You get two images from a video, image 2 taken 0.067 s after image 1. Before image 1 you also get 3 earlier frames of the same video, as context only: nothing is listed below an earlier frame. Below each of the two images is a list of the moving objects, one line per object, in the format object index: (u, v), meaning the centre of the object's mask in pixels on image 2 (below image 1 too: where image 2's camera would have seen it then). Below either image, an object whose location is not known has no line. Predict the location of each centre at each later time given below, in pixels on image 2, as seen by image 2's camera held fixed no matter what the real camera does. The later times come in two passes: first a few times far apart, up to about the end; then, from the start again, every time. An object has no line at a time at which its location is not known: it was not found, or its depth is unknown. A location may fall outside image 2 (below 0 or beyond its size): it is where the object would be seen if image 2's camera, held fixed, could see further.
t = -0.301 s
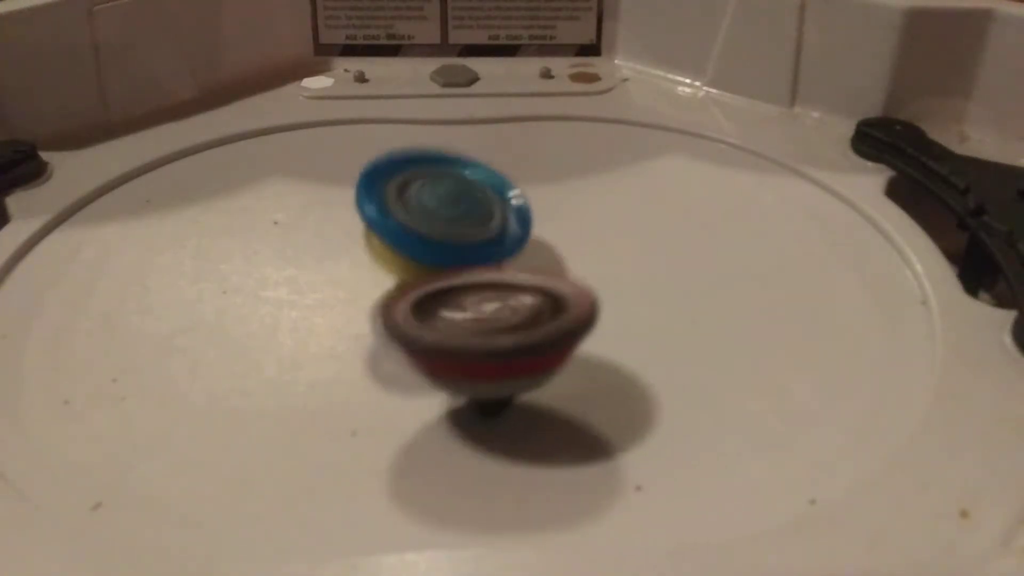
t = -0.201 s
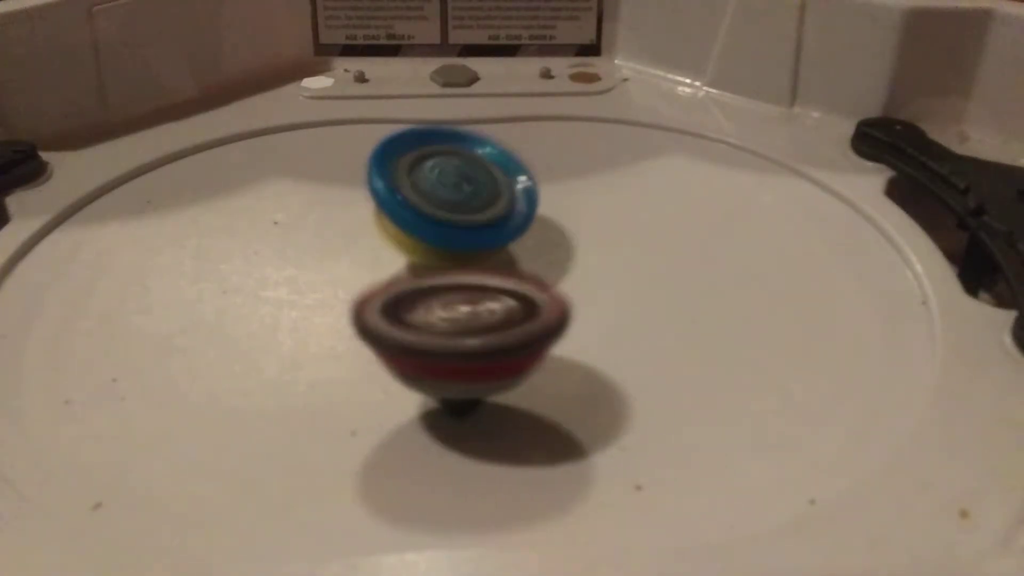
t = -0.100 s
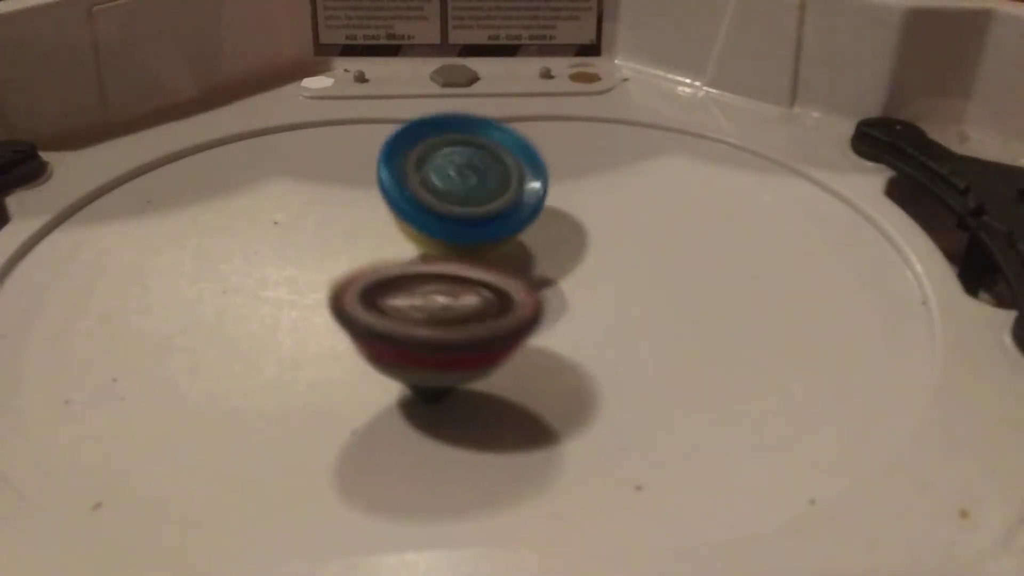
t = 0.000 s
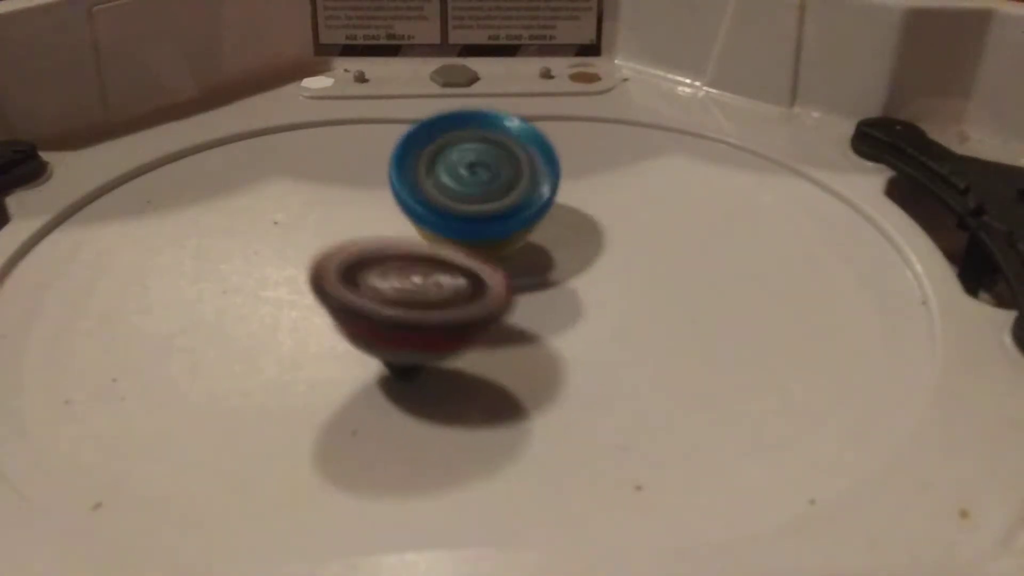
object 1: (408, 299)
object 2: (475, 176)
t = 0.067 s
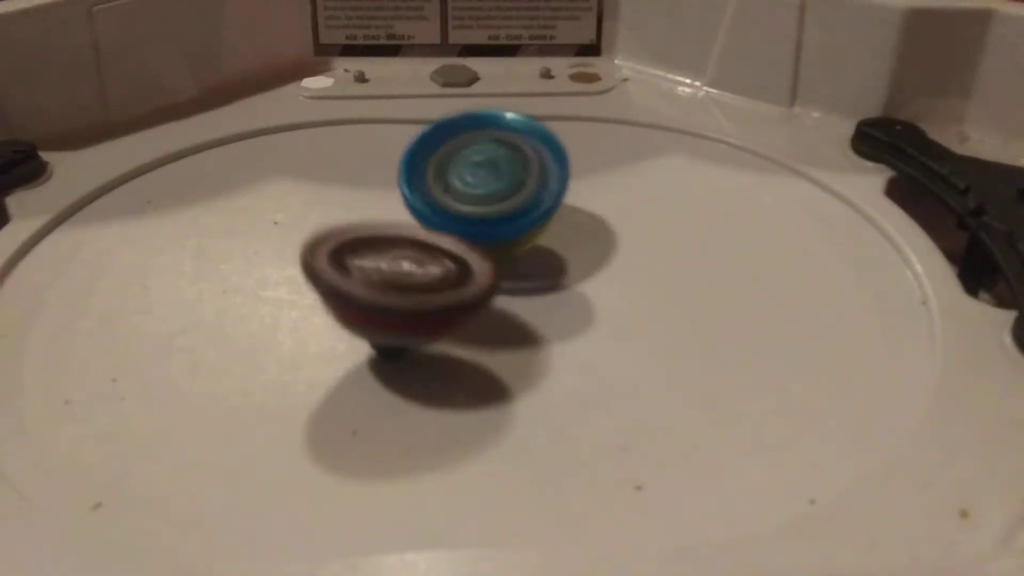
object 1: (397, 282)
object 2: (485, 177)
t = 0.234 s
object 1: (349, 255)
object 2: (526, 190)
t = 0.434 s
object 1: (342, 222)
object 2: (564, 237)
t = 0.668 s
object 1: (381, 196)
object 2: (545, 299)
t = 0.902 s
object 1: (439, 199)
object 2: (486, 317)
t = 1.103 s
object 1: (524, 200)
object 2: (421, 309)
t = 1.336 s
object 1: (601, 208)
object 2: (372, 236)
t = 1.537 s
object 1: (636, 233)
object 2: (398, 185)
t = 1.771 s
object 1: (617, 271)
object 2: (451, 178)
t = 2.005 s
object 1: (542, 317)
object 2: (505, 196)
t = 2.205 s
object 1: (462, 331)
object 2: (513, 217)
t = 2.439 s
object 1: (370, 302)
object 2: (529, 217)
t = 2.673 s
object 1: (339, 240)
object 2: (546, 213)
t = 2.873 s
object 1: (372, 194)
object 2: (550, 226)
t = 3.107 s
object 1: (423, 162)
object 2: (524, 249)
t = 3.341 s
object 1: (474, 159)
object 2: (459, 272)
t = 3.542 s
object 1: (531, 186)
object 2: (378, 271)
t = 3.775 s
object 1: (563, 238)
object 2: (372, 252)
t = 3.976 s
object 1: (553, 291)
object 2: (376, 236)
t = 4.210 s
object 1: (515, 348)
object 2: (405, 186)
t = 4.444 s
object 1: (500, 337)
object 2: (457, 176)
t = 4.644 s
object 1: (529, 291)
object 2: (571, 189)
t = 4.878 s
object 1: (560, 277)
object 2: (607, 160)
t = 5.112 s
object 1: (567, 294)
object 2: (597, 187)
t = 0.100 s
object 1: (392, 274)
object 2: (490, 177)
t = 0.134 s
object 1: (385, 264)
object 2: (497, 179)
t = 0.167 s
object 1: (367, 261)
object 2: (509, 181)
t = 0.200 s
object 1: (356, 260)
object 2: (519, 184)
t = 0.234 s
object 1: (349, 255)
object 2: (526, 190)
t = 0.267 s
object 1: (345, 249)
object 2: (534, 197)
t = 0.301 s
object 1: (341, 243)
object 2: (541, 203)
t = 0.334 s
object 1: (339, 237)
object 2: (547, 212)
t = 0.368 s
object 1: (339, 232)
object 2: (554, 220)
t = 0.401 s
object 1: (340, 227)
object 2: (559, 228)
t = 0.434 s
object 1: (342, 222)
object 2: (564, 237)
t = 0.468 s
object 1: (345, 217)
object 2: (567, 247)
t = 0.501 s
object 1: (349, 213)
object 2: (568, 256)
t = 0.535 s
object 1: (354, 208)
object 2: (566, 266)
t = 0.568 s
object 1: (361, 205)
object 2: (563, 275)
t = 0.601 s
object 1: (367, 201)
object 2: (560, 284)
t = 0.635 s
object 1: (373, 199)
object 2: (552, 293)
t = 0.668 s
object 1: (381, 196)
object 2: (545, 299)
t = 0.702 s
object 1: (388, 194)
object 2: (537, 305)
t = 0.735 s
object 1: (396, 193)
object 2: (527, 309)
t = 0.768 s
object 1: (404, 193)
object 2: (517, 313)
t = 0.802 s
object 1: (413, 194)
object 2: (509, 315)
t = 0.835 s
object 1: (422, 194)
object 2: (499, 317)
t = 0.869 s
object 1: (430, 195)
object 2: (492, 317)
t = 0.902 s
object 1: (439, 199)
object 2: (486, 317)
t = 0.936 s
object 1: (449, 202)
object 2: (480, 316)
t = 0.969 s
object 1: (460, 204)
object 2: (475, 314)
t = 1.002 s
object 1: (470, 206)
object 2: (468, 313)
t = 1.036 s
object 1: (494, 204)
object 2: (453, 315)
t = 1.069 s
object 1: (511, 201)
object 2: (434, 315)
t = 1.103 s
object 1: (524, 200)
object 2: (421, 309)
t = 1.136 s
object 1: (535, 199)
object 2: (407, 300)
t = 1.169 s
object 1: (548, 200)
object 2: (398, 291)
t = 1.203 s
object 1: (559, 201)
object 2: (387, 279)
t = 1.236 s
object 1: (570, 202)
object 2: (382, 270)
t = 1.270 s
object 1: (580, 203)
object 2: (375, 258)
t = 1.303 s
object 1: (591, 205)
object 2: (373, 247)
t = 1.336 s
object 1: (601, 208)
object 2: (372, 236)
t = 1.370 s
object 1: (610, 211)
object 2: (371, 225)
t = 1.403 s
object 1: (617, 215)
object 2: (376, 217)
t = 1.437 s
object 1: (624, 219)
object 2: (378, 207)
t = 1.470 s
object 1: (629, 223)
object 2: (385, 201)
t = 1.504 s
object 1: (634, 228)
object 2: (390, 192)
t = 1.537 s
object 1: (636, 233)
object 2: (398, 185)
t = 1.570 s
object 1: (638, 238)
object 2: (408, 181)
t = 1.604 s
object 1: (638, 244)
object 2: (415, 177)
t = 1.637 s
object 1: (637, 249)
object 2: (424, 175)
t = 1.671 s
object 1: (633, 254)
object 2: (430, 173)
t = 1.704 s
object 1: (628, 260)
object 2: (437, 175)
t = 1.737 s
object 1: (624, 266)
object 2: (444, 176)
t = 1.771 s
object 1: (617, 271)
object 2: (451, 178)
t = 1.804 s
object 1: (607, 275)
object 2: (463, 182)
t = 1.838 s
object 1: (596, 281)
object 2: (472, 186)
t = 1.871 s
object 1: (583, 284)
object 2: (485, 190)
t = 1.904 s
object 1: (573, 296)
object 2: (496, 189)
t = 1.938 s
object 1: (563, 305)
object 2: (503, 189)
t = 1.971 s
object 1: (553, 311)
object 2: (504, 193)
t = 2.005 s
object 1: (542, 317)
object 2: (505, 196)
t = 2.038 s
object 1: (531, 320)
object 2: (506, 198)
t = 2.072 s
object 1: (516, 325)
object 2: (507, 202)
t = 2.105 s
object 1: (505, 325)
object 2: (509, 207)
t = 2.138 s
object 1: (494, 326)
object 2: (507, 212)
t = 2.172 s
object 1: (482, 327)
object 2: (509, 217)
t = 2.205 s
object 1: (462, 331)
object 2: (513, 217)
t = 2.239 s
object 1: (445, 331)
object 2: (518, 214)
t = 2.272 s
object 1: (433, 328)
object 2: (519, 215)
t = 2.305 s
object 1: (420, 326)
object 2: (517, 216)
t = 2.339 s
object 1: (410, 320)
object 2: (513, 218)
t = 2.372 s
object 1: (399, 313)
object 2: (512, 218)
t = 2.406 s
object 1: (388, 307)
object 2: (514, 219)
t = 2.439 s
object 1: (370, 302)
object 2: (529, 217)
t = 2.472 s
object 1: (359, 294)
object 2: (536, 212)
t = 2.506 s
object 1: (351, 287)
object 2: (543, 214)
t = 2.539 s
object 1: (345, 278)
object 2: (541, 215)
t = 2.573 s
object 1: (340, 268)
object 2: (539, 214)
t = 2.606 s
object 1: (338, 259)
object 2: (541, 211)
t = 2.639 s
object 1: (339, 250)
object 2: (545, 211)
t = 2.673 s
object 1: (339, 240)
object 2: (546, 213)
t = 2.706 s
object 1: (343, 232)
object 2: (545, 213)
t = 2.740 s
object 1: (349, 224)
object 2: (545, 213)
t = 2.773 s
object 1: (354, 216)
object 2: (547, 214)
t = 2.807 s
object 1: (361, 208)
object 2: (548, 216)
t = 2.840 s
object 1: (366, 201)
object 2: (550, 219)
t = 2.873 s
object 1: (372, 194)
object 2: (550, 226)
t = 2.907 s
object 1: (379, 187)
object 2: (547, 229)
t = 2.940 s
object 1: (386, 182)
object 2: (544, 231)
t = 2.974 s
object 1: (393, 177)
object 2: (544, 232)
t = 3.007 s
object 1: (402, 172)
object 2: (540, 237)
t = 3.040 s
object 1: (409, 166)
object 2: (537, 240)
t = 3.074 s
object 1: (418, 164)
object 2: (531, 246)
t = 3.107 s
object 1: (423, 162)
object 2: (524, 249)
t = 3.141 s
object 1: (430, 160)
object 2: (515, 252)
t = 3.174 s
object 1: (437, 160)
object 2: (508, 255)
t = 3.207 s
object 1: (448, 157)
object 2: (499, 262)
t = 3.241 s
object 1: (454, 155)
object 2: (491, 269)
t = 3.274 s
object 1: (462, 156)
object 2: (480, 273)
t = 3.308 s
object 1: (467, 158)
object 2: (466, 272)
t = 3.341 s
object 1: (474, 159)
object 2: (459, 272)
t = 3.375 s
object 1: (481, 163)
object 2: (442, 271)
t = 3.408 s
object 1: (491, 167)
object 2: (426, 271)
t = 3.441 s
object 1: (507, 170)
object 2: (400, 276)
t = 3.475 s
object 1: (518, 176)
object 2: (388, 276)
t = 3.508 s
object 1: (523, 181)
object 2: (383, 273)
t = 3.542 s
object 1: (531, 186)
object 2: (378, 271)
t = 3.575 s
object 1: (538, 191)
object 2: (379, 270)
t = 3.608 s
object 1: (543, 199)
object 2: (374, 266)
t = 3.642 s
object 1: (547, 206)
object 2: (373, 263)
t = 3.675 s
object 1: (550, 213)
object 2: (378, 262)
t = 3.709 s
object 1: (558, 221)
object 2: (370, 257)
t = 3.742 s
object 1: (562, 229)
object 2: (371, 254)
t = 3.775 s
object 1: (563, 238)
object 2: (372, 252)
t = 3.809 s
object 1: (565, 247)
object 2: (370, 249)
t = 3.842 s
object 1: (567, 255)
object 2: (369, 246)
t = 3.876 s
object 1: (564, 263)
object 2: (368, 243)
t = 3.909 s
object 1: (563, 273)
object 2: (369, 239)
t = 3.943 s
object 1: (557, 282)
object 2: (374, 238)
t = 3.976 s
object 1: (553, 291)
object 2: (376, 236)
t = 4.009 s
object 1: (550, 297)
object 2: (379, 235)
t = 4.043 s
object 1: (546, 304)
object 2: (380, 230)
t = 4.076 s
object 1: (541, 309)
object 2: (382, 224)
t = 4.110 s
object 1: (528, 312)
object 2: (392, 225)
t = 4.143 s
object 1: (517, 315)
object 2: (395, 223)
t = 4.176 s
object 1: (507, 323)
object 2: (401, 211)
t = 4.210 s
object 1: (515, 348)
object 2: (405, 186)
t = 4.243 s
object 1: (513, 349)
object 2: (412, 170)
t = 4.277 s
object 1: (508, 354)
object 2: (418, 162)
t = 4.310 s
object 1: (504, 353)
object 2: (429, 158)
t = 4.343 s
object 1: (500, 351)
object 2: (438, 163)
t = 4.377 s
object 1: (498, 346)
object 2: (443, 167)
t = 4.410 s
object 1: (499, 343)
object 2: (449, 171)
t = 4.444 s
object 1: (500, 337)
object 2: (457, 176)
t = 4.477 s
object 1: (501, 331)
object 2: (468, 180)
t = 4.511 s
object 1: (508, 324)
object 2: (480, 184)
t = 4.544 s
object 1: (512, 314)
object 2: (497, 183)
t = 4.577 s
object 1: (518, 307)
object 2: (520, 183)
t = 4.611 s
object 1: (525, 299)
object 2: (543, 186)
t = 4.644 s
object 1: (529, 291)
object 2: (571, 189)
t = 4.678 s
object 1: (527, 288)
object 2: (600, 190)
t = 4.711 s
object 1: (528, 282)
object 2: (623, 188)
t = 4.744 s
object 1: (535, 277)
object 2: (634, 178)
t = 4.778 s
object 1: (546, 275)
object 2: (638, 169)
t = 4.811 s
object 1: (557, 275)
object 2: (631, 164)
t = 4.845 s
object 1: (560, 277)
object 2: (622, 162)
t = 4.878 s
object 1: (560, 277)
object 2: (607, 160)
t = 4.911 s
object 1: (564, 276)
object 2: (595, 162)
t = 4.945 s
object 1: (572, 275)
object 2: (582, 168)
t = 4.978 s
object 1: (580, 279)
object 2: (573, 173)
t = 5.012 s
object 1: (584, 280)
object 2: (571, 177)
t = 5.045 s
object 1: (580, 285)
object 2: (572, 181)
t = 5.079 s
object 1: (576, 288)
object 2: (584, 184)
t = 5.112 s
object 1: (567, 294)
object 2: (597, 187)
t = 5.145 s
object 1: (557, 302)
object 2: (609, 190)
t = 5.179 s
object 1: (541, 316)
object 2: (615, 194)
